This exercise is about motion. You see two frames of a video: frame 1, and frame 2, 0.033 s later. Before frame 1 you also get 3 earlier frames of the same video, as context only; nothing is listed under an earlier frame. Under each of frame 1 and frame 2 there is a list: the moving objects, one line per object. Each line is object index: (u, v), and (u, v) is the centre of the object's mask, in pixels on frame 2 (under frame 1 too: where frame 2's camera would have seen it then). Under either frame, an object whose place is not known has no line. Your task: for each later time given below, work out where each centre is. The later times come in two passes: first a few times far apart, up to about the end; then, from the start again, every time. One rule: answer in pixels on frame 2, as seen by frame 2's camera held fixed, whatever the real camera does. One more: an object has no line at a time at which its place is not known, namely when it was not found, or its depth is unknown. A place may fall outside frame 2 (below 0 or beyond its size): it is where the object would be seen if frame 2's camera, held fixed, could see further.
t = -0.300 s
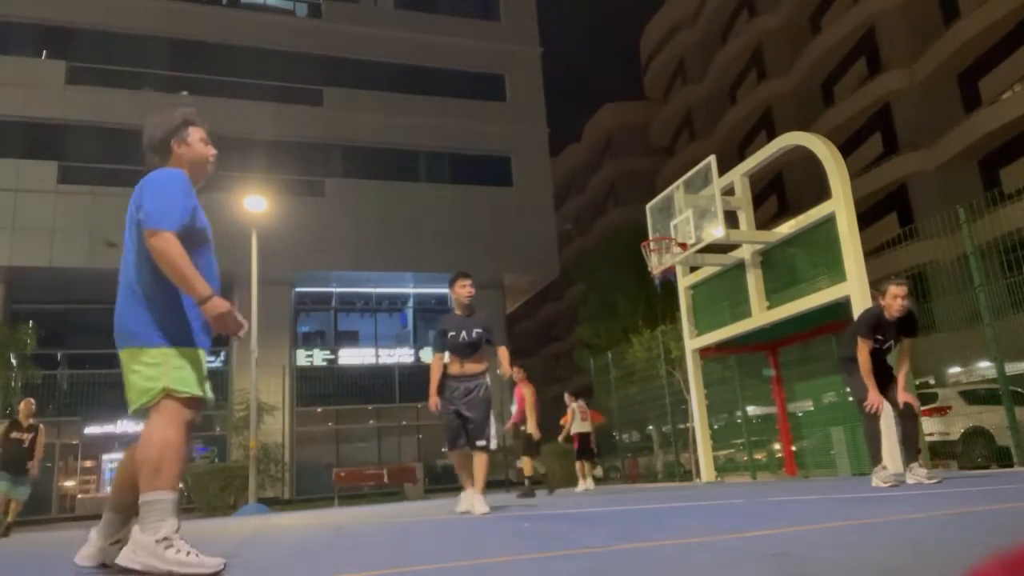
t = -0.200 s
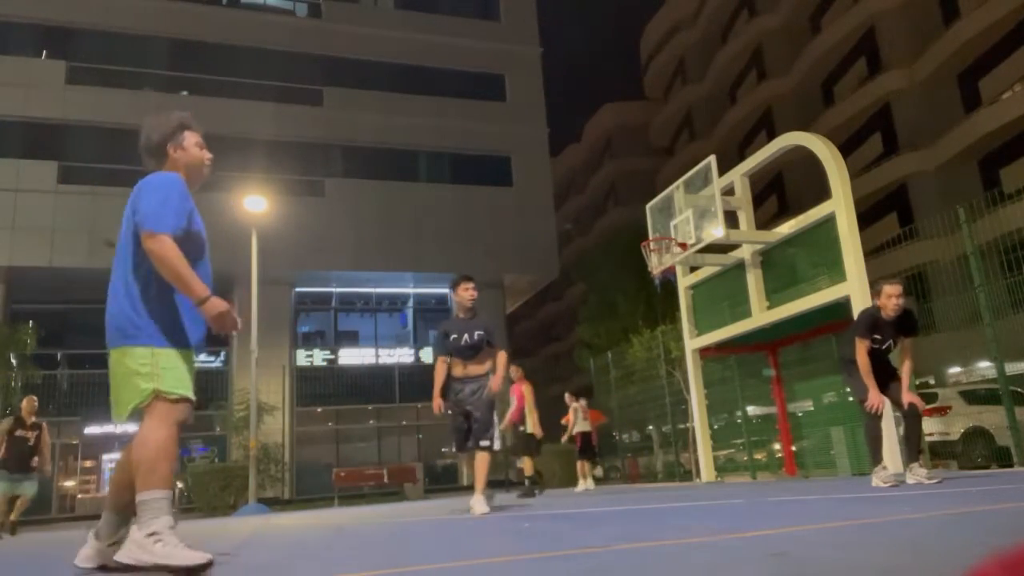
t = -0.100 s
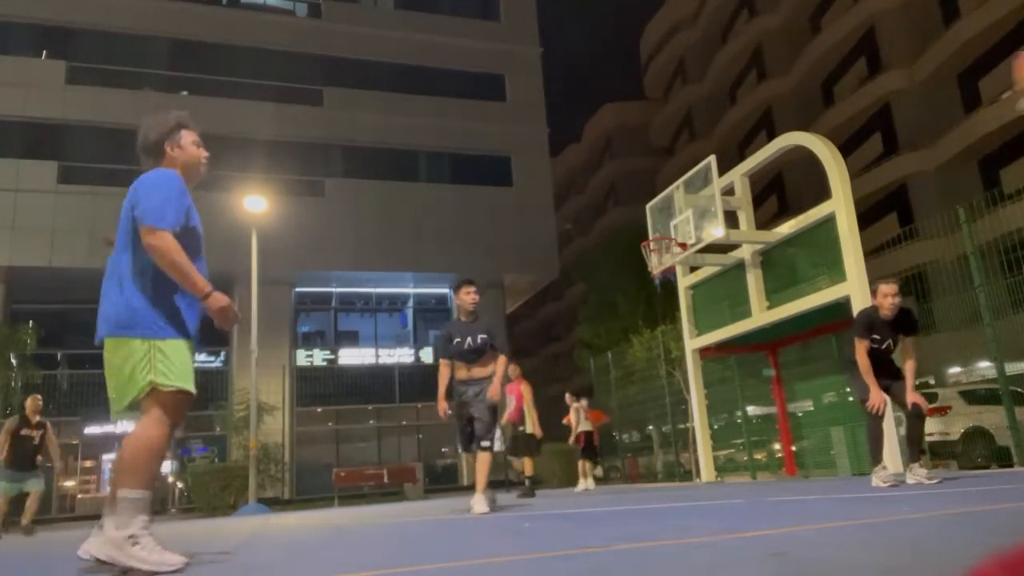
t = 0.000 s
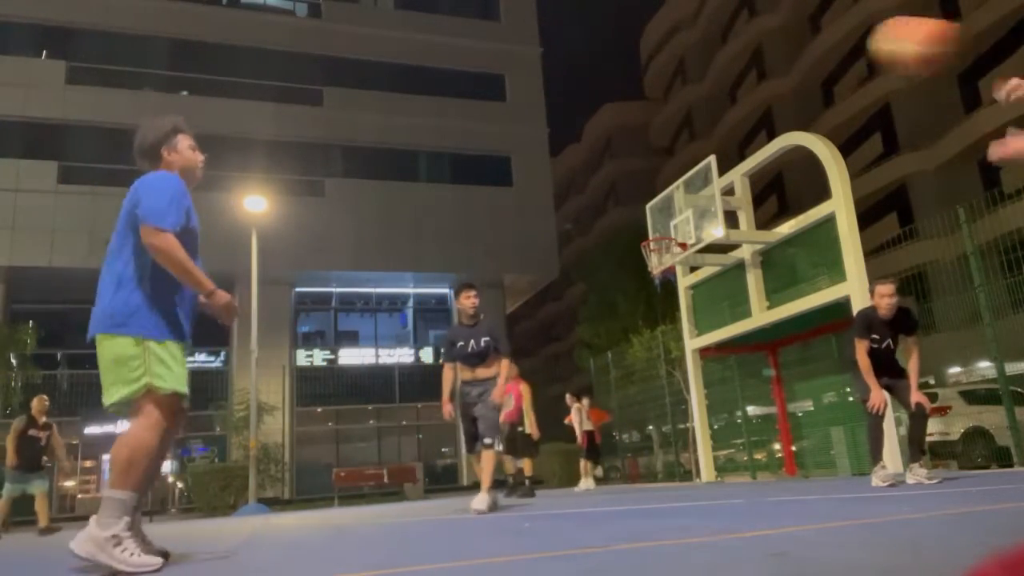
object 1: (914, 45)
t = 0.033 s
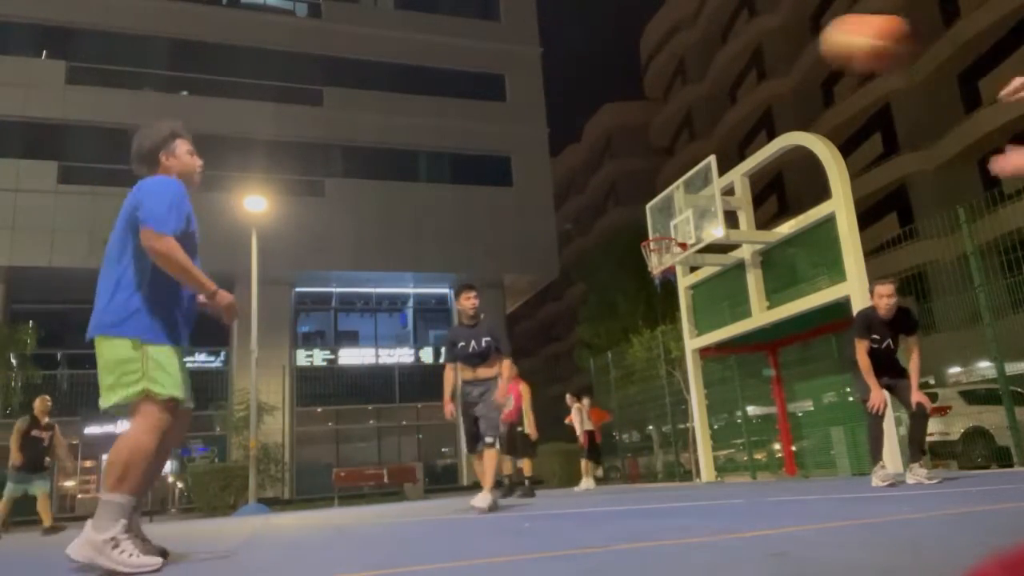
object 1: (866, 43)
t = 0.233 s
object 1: (599, 70)
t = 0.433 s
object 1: (368, 158)
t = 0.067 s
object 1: (816, 41)
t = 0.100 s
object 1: (768, 43)
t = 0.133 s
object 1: (724, 47)
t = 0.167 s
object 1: (681, 53)
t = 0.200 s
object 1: (640, 61)
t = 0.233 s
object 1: (599, 70)
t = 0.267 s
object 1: (560, 81)
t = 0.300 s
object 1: (521, 93)
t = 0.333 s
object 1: (479, 107)
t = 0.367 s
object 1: (443, 123)
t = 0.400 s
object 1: (404, 142)
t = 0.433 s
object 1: (368, 158)
